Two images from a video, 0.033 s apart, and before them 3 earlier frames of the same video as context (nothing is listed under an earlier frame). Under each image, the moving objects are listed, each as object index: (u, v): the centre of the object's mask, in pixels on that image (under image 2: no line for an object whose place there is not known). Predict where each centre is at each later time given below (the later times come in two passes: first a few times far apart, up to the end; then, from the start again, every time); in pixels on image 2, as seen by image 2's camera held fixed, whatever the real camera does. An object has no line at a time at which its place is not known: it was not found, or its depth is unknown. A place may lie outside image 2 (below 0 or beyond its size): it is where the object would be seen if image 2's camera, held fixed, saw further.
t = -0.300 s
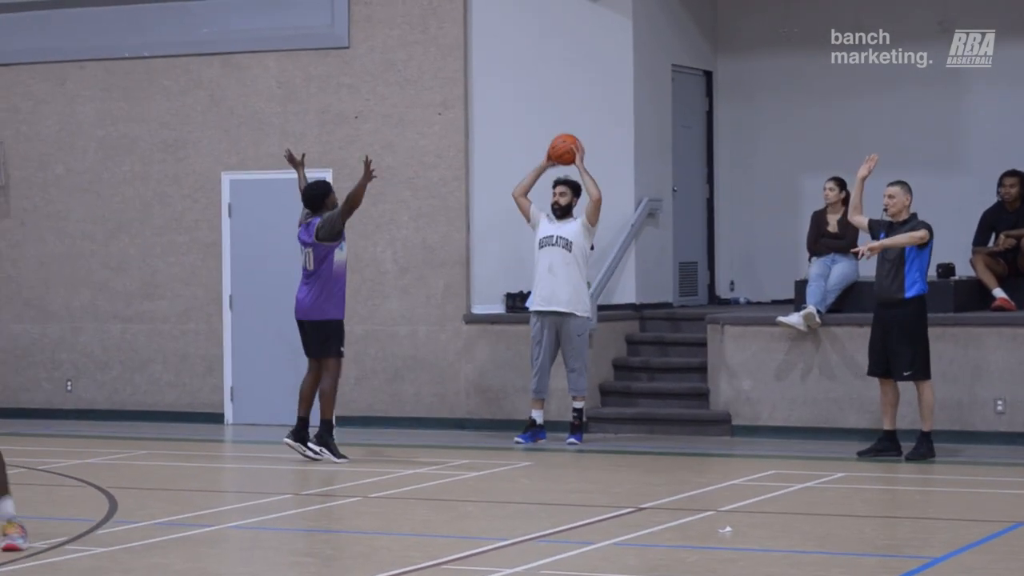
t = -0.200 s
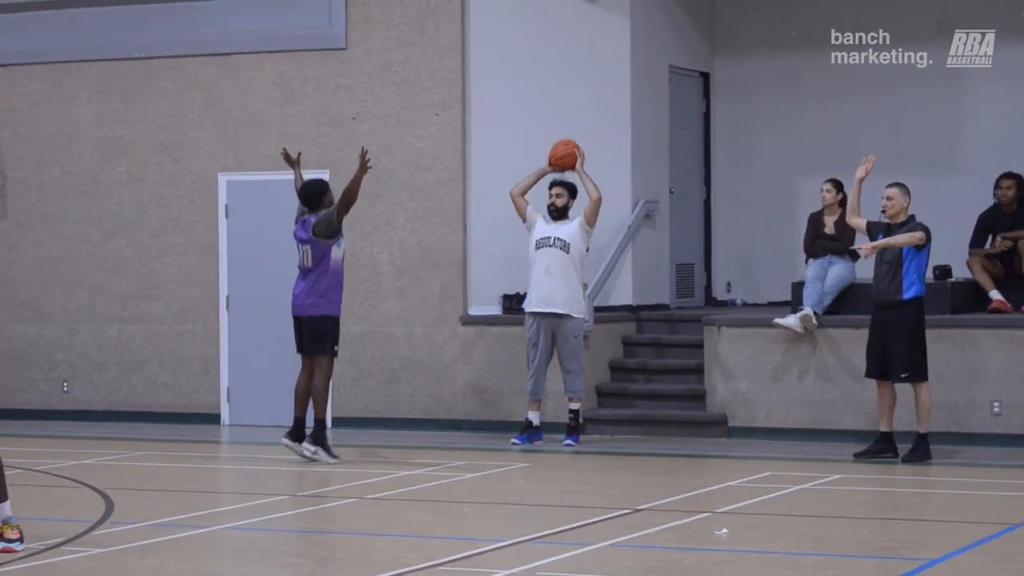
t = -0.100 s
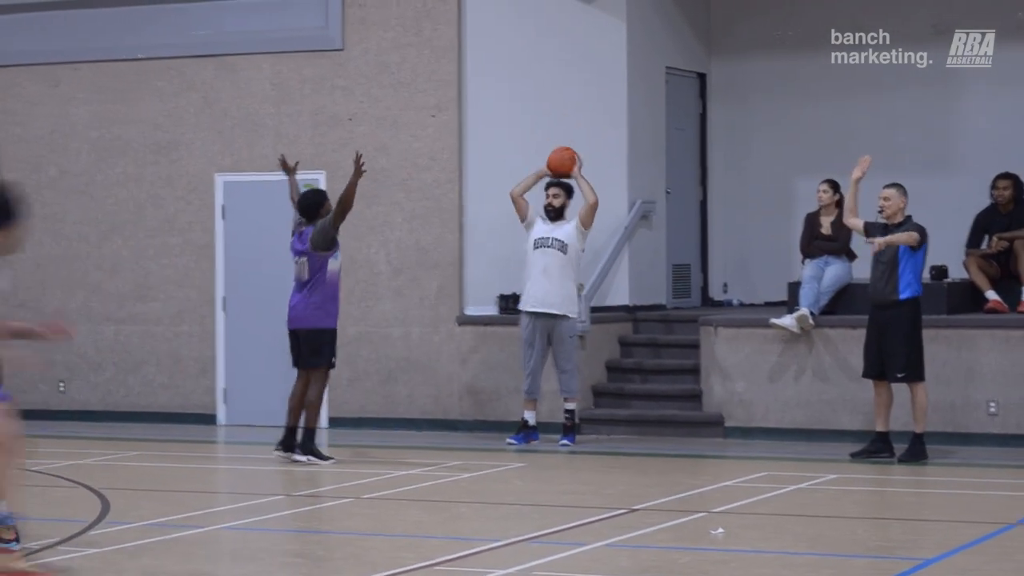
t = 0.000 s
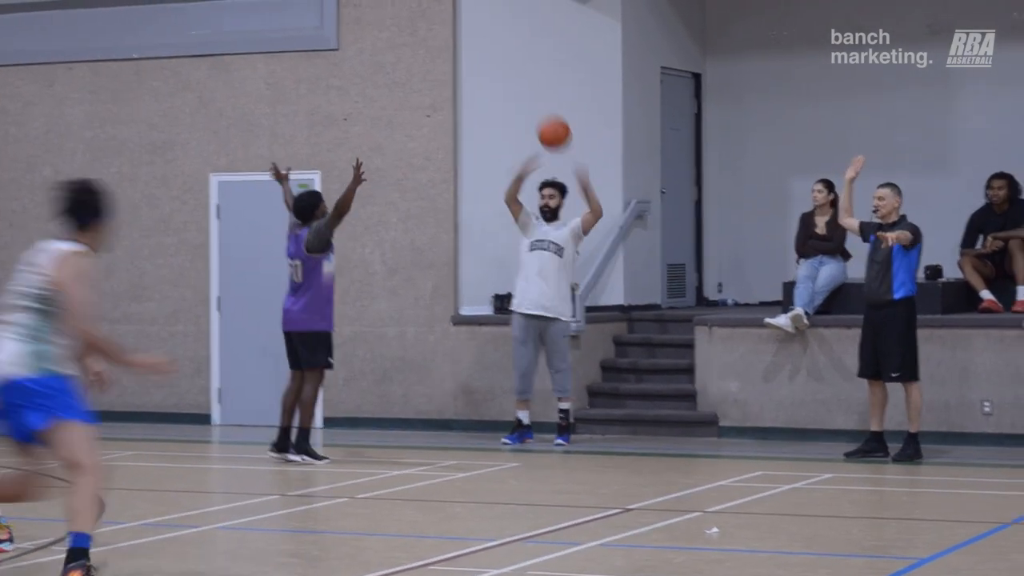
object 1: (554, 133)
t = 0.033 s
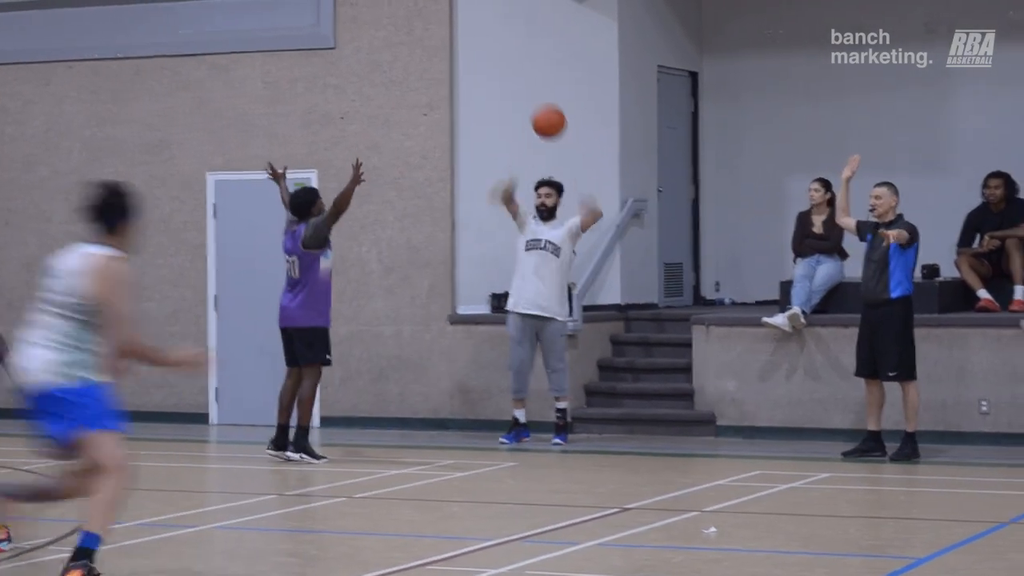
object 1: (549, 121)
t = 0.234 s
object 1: (534, 88)
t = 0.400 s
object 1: (521, 112)
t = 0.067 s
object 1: (547, 112)
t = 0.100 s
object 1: (544, 105)
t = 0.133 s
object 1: (542, 99)
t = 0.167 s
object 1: (539, 94)
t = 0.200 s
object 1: (537, 90)
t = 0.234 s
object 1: (534, 88)
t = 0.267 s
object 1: (531, 89)
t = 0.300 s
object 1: (529, 91)
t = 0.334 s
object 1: (526, 96)
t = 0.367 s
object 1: (524, 104)
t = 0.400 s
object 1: (521, 112)
